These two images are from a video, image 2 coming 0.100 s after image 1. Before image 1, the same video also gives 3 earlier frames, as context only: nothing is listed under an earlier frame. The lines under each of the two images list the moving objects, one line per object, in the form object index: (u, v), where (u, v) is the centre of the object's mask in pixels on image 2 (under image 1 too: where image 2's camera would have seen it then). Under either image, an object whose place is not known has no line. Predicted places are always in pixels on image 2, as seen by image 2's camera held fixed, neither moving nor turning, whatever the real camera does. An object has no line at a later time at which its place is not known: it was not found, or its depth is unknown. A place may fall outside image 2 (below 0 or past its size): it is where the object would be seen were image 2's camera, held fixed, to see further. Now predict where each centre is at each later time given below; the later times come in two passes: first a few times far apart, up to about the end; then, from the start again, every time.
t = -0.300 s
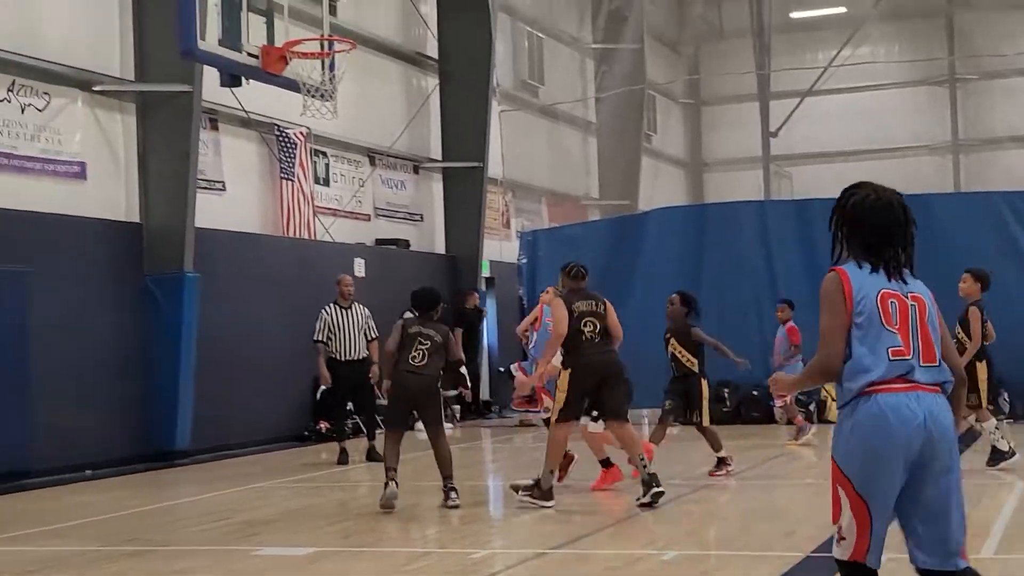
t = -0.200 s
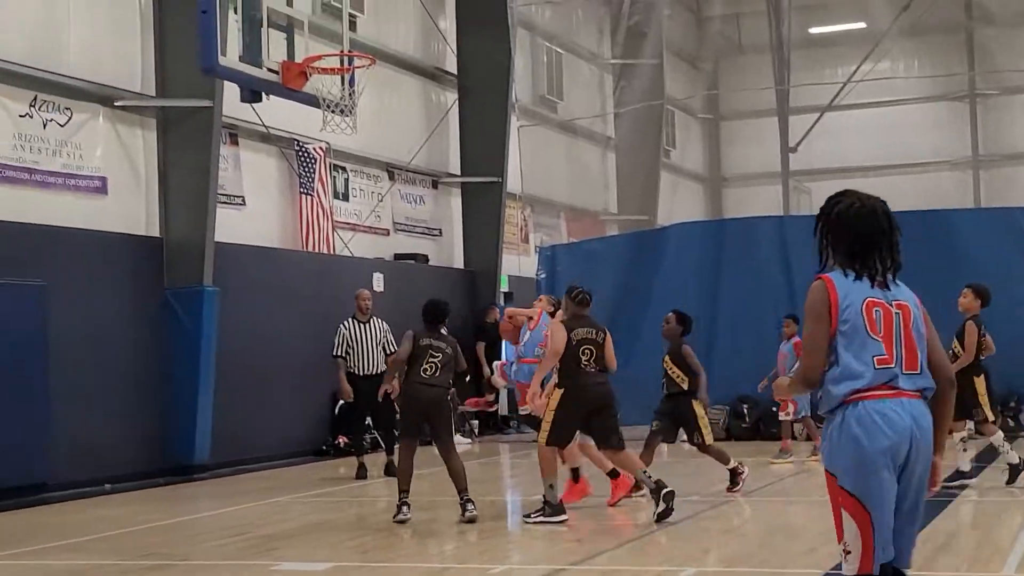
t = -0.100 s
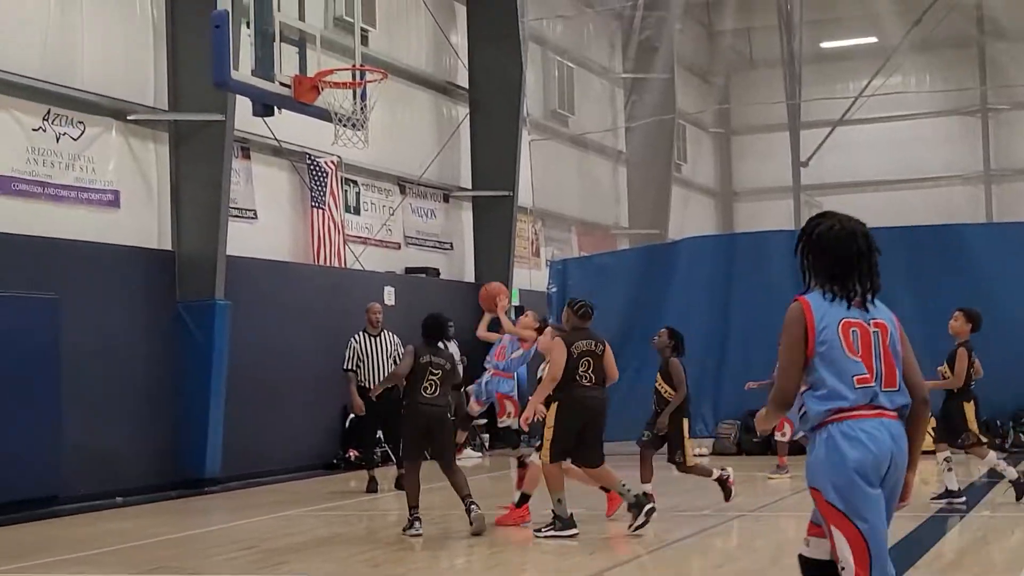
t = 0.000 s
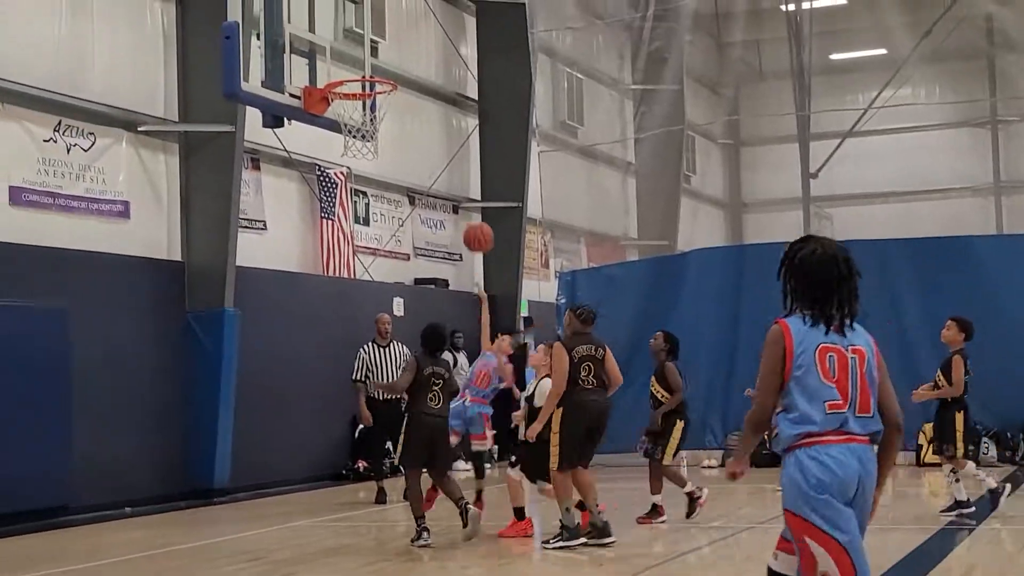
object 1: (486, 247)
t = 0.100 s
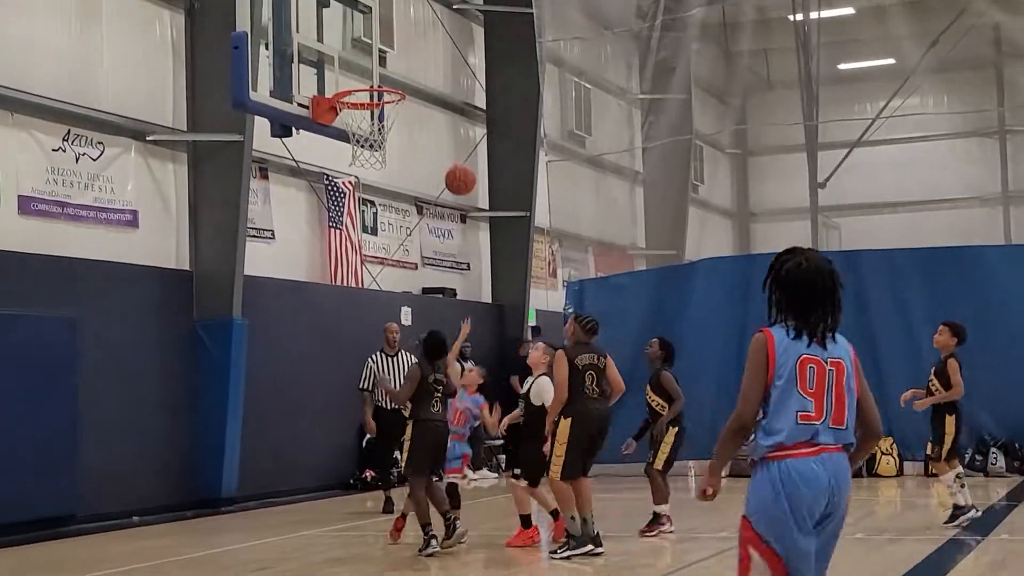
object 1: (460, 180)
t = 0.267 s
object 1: (417, 95)
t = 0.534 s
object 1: (345, 31)
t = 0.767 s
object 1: (341, 50)
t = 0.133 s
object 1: (451, 161)
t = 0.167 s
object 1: (443, 142)
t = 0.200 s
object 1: (434, 125)
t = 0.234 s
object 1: (425, 109)
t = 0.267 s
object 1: (417, 95)
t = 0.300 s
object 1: (409, 82)
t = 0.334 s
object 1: (399, 70)
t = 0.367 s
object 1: (390, 60)
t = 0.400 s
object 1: (381, 51)
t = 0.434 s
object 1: (372, 44)
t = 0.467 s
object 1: (363, 38)
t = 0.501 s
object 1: (354, 34)
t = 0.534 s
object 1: (345, 31)
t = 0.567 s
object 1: (339, 29)
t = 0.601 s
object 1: (339, 28)
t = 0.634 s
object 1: (339, 29)
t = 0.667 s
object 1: (340, 32)
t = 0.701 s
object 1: (340, 36)
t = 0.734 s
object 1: (340, 42)
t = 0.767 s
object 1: (341, 50)
